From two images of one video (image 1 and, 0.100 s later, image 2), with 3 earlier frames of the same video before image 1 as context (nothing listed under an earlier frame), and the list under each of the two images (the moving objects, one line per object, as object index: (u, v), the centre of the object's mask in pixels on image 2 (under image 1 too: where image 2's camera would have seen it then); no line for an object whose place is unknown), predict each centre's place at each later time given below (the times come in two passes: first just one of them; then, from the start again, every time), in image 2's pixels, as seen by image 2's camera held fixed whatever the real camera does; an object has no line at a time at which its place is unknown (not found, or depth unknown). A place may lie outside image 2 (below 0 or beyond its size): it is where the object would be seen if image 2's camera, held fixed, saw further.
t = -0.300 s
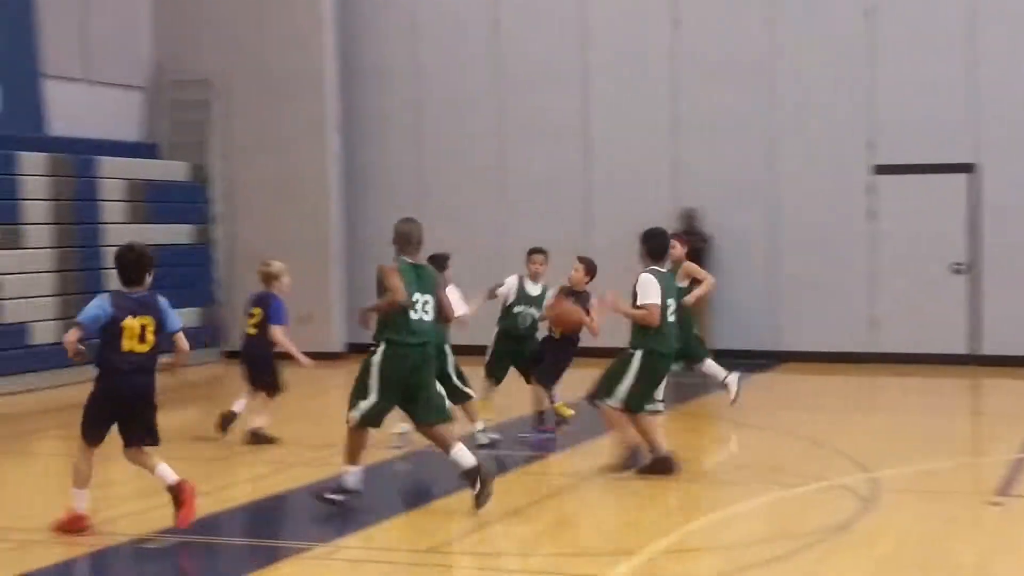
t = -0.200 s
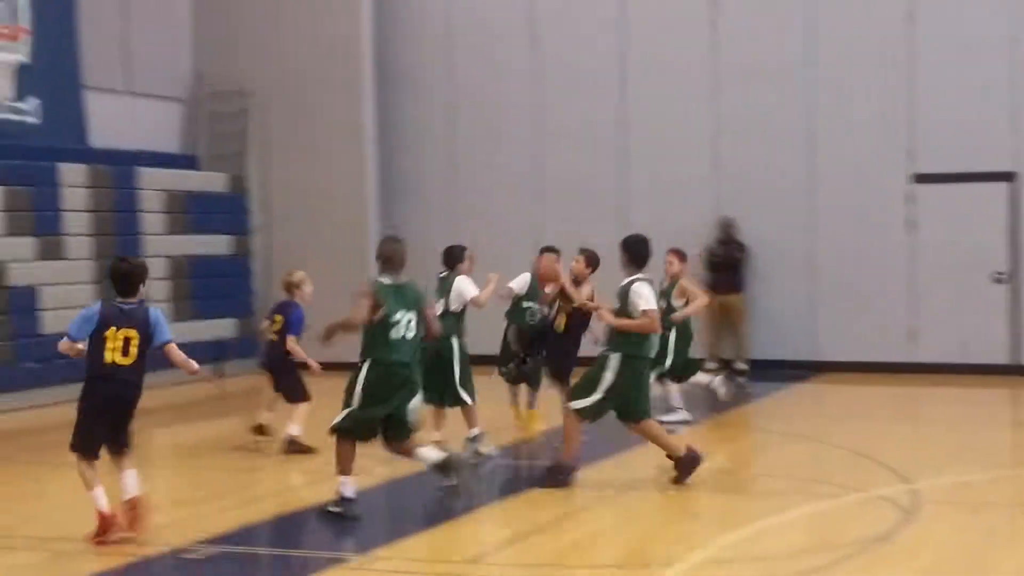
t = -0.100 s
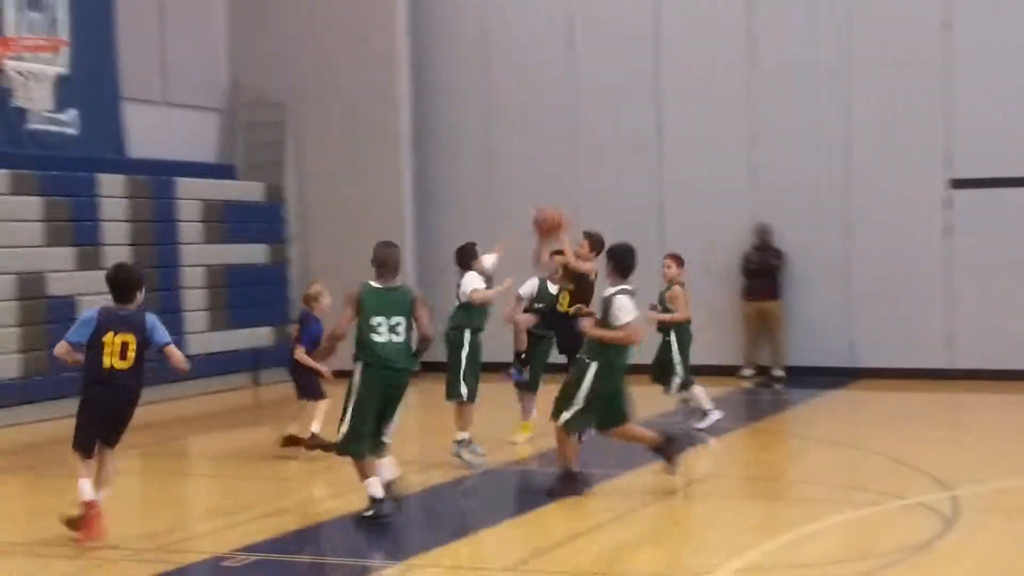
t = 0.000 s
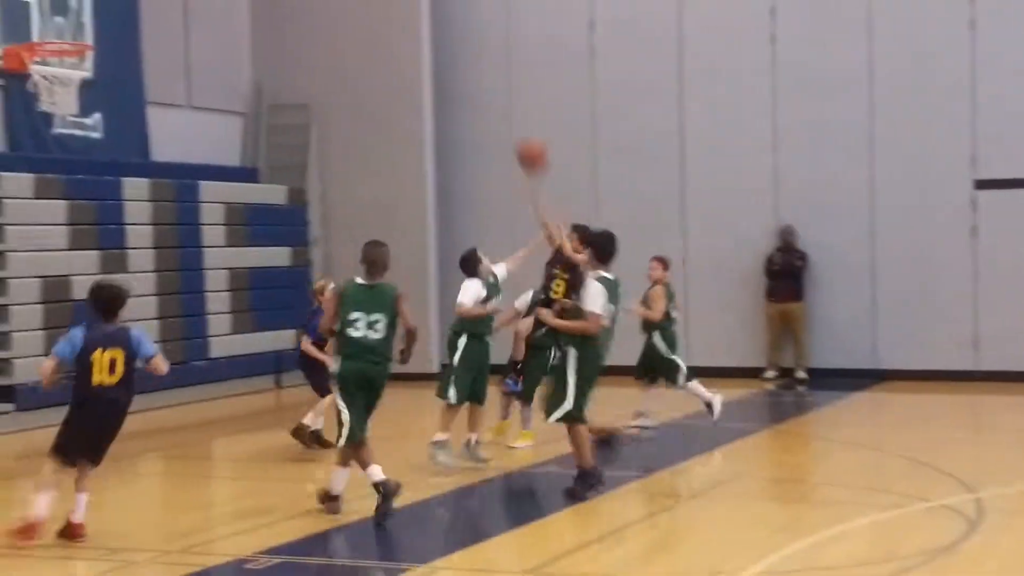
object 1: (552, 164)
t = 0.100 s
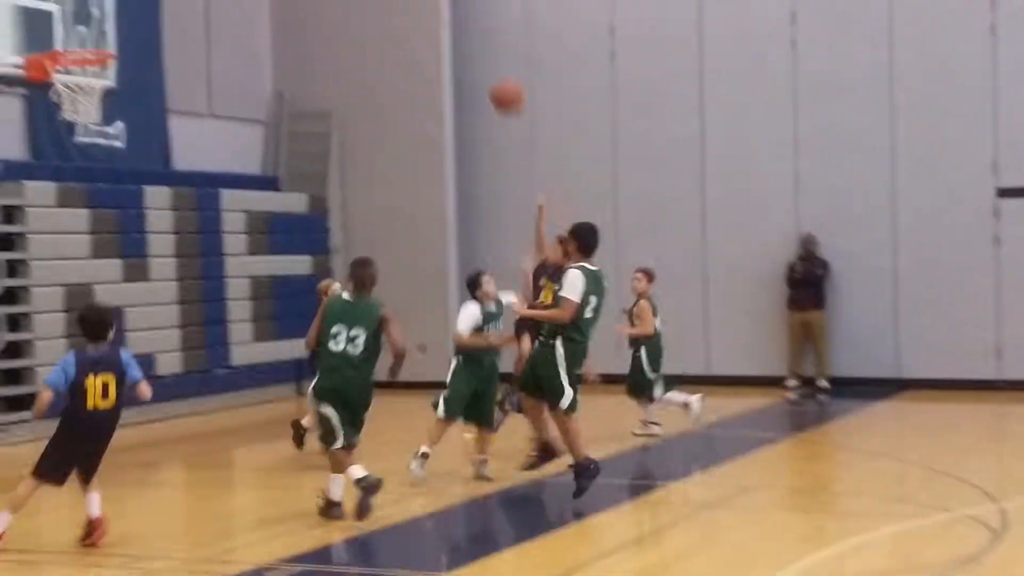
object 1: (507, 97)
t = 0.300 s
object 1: (415, -2)
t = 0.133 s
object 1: (491, 78)
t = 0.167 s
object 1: (474, 59)
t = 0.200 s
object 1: (460, 40)
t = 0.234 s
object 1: (443, 26)
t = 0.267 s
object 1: (429, 11)
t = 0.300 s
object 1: (415, -2)
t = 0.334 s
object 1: (400, -13)
